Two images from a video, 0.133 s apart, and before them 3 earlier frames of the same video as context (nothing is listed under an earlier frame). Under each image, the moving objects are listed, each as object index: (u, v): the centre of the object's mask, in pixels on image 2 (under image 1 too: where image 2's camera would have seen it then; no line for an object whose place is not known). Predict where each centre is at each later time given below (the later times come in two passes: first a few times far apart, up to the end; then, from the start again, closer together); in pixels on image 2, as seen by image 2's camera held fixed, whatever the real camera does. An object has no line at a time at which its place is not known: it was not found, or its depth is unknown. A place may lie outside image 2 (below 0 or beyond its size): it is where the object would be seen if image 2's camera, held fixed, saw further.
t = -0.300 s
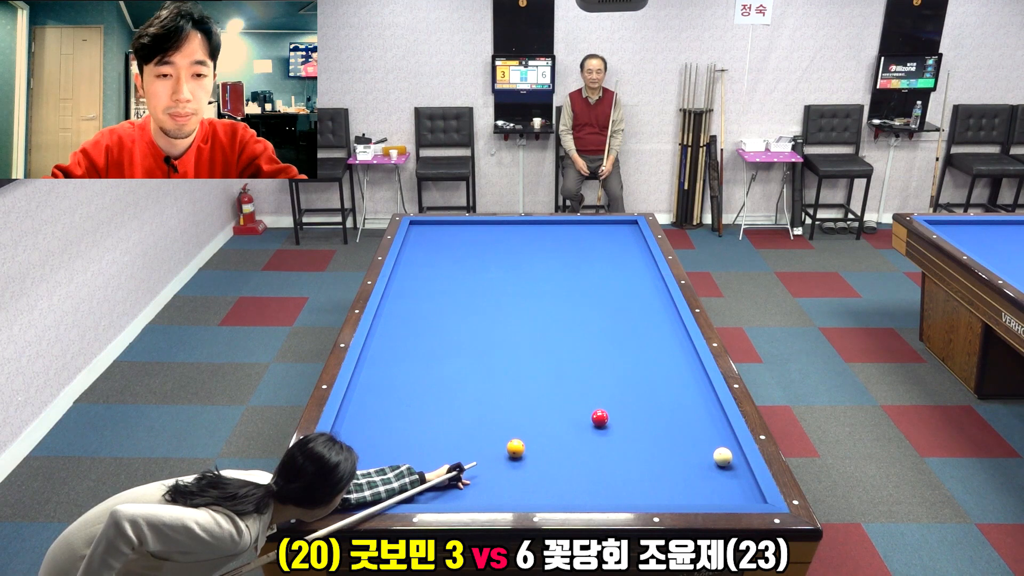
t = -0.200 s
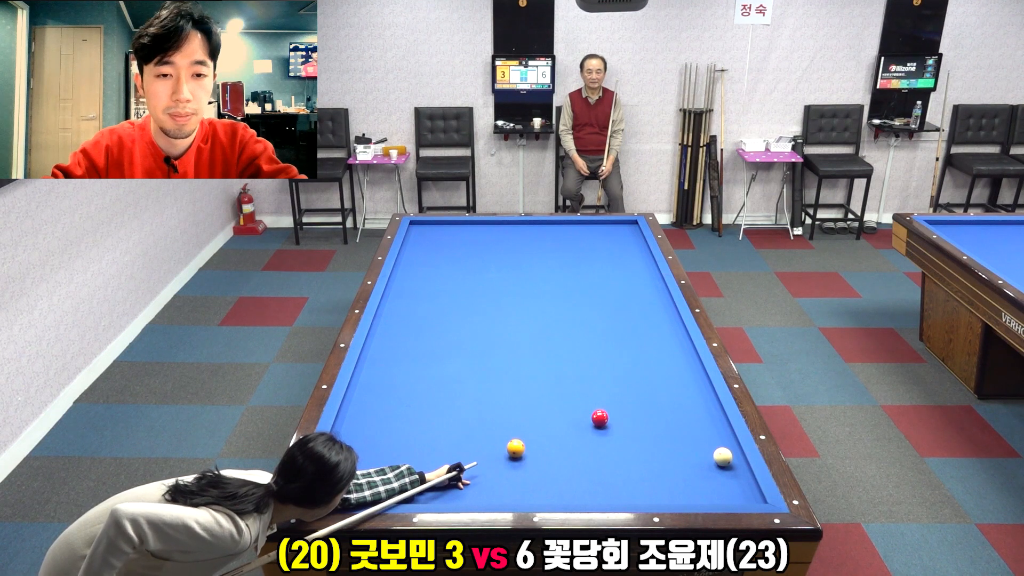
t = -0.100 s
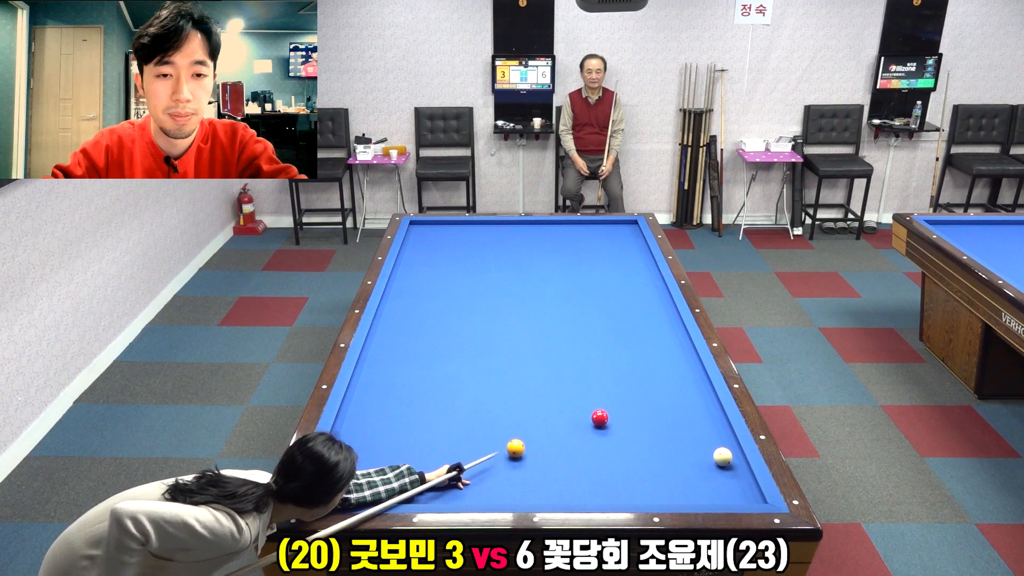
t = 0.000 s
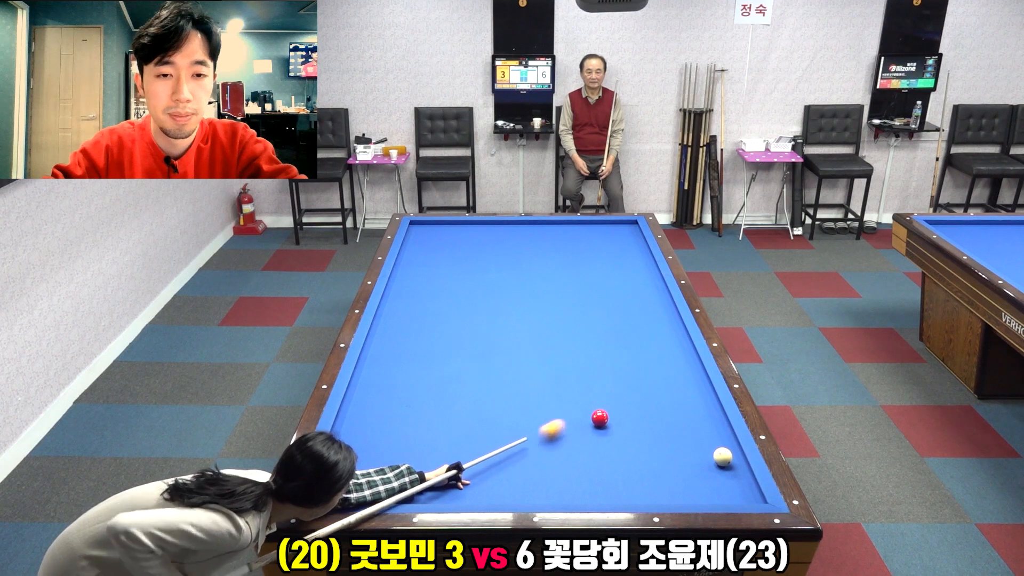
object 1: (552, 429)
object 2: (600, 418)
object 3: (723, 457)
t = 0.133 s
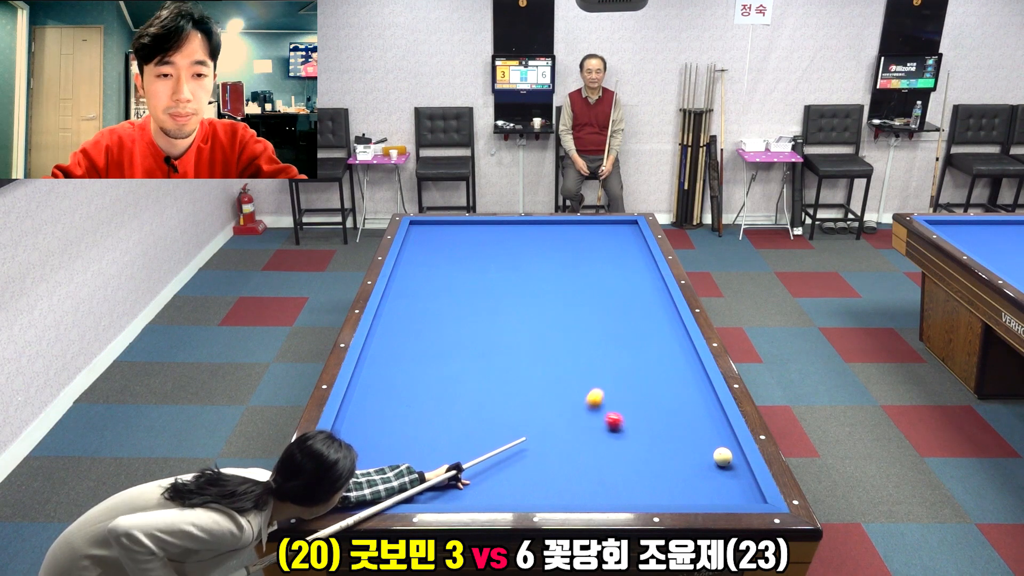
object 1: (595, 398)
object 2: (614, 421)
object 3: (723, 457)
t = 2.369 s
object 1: (472, 264)
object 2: (680, 437)
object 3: (680, 496)
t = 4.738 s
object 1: (528, 434)
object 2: (654, 433)
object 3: (645, 480)
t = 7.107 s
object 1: (621, 403)
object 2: (675, 430)
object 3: (713, 486)
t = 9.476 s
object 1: (585, 343)
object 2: (696, 426)
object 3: (746, 492)
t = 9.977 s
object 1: (580, 335)
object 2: (696, 426)
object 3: (745, 492)
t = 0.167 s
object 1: (600, 390)
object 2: (620, 422)
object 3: (723, 457)
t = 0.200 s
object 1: (606, 383)
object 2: (627, 424)
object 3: (723, 457)
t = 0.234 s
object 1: (611, 377)
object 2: (632, 425)
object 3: (723, 457)
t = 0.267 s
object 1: (615, 371)
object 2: (638, 426)
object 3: (723, 457)
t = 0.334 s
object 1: (625, 359)
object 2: (648, 429)
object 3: (723, 457)
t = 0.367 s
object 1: (629, 353)
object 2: (654, 430)
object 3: (723, 457)
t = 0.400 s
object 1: (634, 347)
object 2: (659, 431)
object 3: (723, 457)
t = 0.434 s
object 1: (638, 342)
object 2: (665, 432)
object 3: (723, 457)
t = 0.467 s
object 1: (642, 336)
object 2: (670, 434)
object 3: (723, 457)
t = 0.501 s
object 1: (646, 331)
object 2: (676, 435)
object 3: (723, 457)
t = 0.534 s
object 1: (650, 326)
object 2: (681, 436)
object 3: (723, 457)
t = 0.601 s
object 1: (657, 317)
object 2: (692, 439)
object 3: (723, 457)
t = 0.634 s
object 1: (661, 312)
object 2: (698, 440)
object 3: (723, 457)
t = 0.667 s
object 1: (664, 308)
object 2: (703, 441)
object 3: (723, 457)
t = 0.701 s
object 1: (668, 303)
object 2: (708, 442)
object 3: (723, 457)
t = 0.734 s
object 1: (665, 299)
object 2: (714, 442)
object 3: (723, 457)
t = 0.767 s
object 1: (659, 295)
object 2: (719, 442)
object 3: (723, 457)
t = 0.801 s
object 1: (654, 291)
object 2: (725, 443)
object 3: (723, 457)
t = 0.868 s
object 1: (645, 283)
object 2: (733, 447)
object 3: (723, 457)
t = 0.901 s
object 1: (640, 279)
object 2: (730, 446)
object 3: (722, 458)
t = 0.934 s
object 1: (636, 276)
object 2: (729, 447)
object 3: (720, 459)
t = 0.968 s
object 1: (632, 272)
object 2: (727, 446)
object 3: (719, 460)
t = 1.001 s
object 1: (628, 269)
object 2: (725, 446)
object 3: (718, 461)
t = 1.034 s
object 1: (624, 265)
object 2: (724, 446)
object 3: (717, 462)
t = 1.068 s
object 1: (620, 262)
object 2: (722, 446)
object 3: (716, 463)
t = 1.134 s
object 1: (612, 256)
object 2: (719, 446)
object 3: (714, 465)
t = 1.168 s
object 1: (609, 252)
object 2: (718, 446)
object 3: (714, 466)
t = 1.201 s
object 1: (605, 249)
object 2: (717, 445)
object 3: (713, 467)
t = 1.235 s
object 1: (602, 246)
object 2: (715, 445)
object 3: (711, 468)
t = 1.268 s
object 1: (598, 244)
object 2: (714, 445)
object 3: (711, 469)
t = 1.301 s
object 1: (595, 241)
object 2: (713, 444)
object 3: (709, 470)
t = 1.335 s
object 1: (592, 238)
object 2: (712, 444)
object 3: (709, 471)
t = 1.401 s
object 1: (586, 232)
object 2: (709, 444)
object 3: (707, 473)
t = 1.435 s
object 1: (582, 230)
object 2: (708, 443)
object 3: (706, 475)
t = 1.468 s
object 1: (579, 227)
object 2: (707, 443)
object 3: (704, 475)
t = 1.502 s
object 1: (576, 225)
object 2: (706, 443)
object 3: (704, 476)
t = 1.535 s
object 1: (573, 222)
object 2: (705, 443)
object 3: (703, 478)
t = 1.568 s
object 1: (570, 223)
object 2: (703, 442)
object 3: (702, 478)
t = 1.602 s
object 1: (566, 225)
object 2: (702, 442)
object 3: (701, 480)
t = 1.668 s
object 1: (559, 229)
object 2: (700, 442)
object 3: (699, 482)
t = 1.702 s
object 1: (555, 231)
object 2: (699, 441)
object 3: (698, 483)
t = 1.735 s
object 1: (551, 232)
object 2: (698, 441)
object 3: (697, 484)
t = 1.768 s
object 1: (547, 234)
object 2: (697, 441)
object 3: (696, 485)
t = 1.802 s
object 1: (543, 235)
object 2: (696, 441)
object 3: (695, 486)
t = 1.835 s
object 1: (539, 237)
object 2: (695, 440)
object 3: (694, 487)
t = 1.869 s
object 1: (535, 238)
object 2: (694, 440)
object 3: (694, 488)
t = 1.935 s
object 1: (528, 242)
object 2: (692, 440)
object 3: (692, 490)
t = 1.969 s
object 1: (523, 243)
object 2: (691, 440)
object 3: (691, 491)
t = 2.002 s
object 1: (519, 245)
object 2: (690, 440)
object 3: (690, 492)
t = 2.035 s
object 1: (515, 246)
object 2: (689, 439)
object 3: (689, 493)
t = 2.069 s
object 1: (511, 248)
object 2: (688, 439)
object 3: (689, 493)
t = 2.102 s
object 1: (507, 250)
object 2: (687, 439)
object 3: (687, 494)
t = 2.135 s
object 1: (503, 251)
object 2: (687, 439)
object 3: (687, 495)
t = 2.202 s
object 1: (494, 255)
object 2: (685, 438)
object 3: (685, 496)
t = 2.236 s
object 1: (490, 257)
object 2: (684, 438)
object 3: (684, 496)
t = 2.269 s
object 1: (486, 258)
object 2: (683, 438)
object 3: (683, 497)
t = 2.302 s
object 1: (481, 260)
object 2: (682, 438)
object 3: (682, 497)
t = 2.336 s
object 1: (477, 262)
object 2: (681, 438)
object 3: (681, 496)
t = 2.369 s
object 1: (472, 264)
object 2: (680, 437)
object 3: (680, 496)
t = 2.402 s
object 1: (468, 265)
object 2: (680, 437)
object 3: (679, 496)
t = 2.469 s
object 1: (458, 269)
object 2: (678, 437)
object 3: (678, 495)
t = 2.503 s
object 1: (454, 271)
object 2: (677, 437)
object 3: (676, 495)
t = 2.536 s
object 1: (449, 273)
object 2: (677, 437)
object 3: (676, 495)
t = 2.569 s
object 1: (444, 275)
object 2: (676, 436)
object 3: (675, 494)
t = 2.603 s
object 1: (439, 277)
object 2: (675, 436)
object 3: (674, 494)
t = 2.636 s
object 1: (435, 279)
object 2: (674, 436)
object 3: (673, 494)
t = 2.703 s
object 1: (425, 282)
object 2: (673, 436)
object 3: (672, 493)
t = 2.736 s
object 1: (420, 284)
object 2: (672, 436)
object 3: (671, 493)
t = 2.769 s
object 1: (415, 286)
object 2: (672, 436)
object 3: (670, 493)
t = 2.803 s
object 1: (409, 288)
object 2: (671, 436)
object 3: (669, 492)
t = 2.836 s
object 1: (404, 290)
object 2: (671, 436)
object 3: (669, 492)
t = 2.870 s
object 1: (399, 293)
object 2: (670, 436)
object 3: (668, 492)
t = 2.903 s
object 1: (394, 294)
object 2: (669, 435)
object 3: (667, 491)
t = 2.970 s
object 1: (389, 299)
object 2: (668, 435)
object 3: (666, 490)
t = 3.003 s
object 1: (392, 301)
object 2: (667, 435)
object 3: (665, 490)
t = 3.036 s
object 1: (394, 303)
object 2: (667, 435)
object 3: (664, 490)
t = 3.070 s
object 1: (396, 305)
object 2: (666, 435)
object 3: (664, 489)
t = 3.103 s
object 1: (398, 307)
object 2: (666, 435)
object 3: (663, 489)
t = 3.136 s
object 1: (400, 309)
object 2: (665, 435)
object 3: (662, 488)
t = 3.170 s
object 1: (402, 311)
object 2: (665, 435)
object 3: (662, 488)
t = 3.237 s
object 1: (406, 315)
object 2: (664, 435)
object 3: (660, 487)
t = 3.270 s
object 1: (408, 317)
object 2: (663, 434)
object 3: (660, 487)
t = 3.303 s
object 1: (411, 319)
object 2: (663, 434)
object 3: (659, 487)
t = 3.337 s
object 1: (413, 321)
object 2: (662, 434)
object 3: (659, 486)
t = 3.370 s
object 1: (415, 323)
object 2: (662, 434)
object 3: (658, 486)
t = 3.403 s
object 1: (417, 325)
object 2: (662, 434)
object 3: (658, 486)
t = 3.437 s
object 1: (419, 328)
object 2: (661, 434)
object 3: (657, 486)
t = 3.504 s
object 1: (424, 332)
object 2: (661, 434)
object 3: (656, 485)
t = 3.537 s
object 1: (426, 334)
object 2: (660, 434)
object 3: (656, 485)
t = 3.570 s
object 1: (429, 337)
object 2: (660, 434)
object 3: (655, 484)
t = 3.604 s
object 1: (431, 339)
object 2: (659, 434)
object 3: (655, 484)
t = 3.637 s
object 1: (433, 341)
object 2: (659, 434)
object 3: (654, 484)
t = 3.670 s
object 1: (436, 343)
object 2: (659, 433)
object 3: (654, 484)
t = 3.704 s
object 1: (438, 346)
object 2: (658, 434)
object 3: (653, 484)
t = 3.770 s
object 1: (443, 351)
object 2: (658, 433)
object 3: (652, 483)
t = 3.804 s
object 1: (445, 353)
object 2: (657, 433)
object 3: (652, 483)
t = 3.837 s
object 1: (448, 355)
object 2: (657, 433)
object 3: (652, 483)
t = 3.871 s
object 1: (451, 358)
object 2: (657, 433)
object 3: (651, 482)
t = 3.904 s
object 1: (453, 361)
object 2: (657, 433)
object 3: (651, 482)
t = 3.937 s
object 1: (456, 363)
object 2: (656, 433)
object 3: (651, 482)
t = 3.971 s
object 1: (458, 366)
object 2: (656, 433)
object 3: (650, 482)
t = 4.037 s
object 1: (464, 371)
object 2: (656, 433)
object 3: (650, 482)
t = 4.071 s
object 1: (466, 374)
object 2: (656, 433)
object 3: (649, 482)
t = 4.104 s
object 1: (469, 376)
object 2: (655, 433)
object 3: (649, 481)
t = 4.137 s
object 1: (472, 379)
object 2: (655, 433)
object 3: (649, 481)
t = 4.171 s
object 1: (475, 382)
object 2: (655, 433)
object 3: (648, 481)
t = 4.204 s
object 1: (478, 385)
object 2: (655, 433)
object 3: (648, 481)
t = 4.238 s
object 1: (480, 387)
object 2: (655, 433)
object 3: (648, 481)
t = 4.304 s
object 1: (486, 393)
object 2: (655, 433)
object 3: (647, 481)
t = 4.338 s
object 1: (489, 396)
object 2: (654, 433)
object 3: (647, 481)
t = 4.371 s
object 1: (492, 399)
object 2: (654, 433)
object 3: (647, 481)
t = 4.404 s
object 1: (495, 402)
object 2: (654, 433)
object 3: (647, 481)
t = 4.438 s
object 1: (498, 405)
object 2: (654, 433)
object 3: (647, 480)
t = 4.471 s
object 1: (501, 408)
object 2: (654, 433)
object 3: (646, 480)
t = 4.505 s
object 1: (504, 411)
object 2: (654, 433)
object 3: (646, 480)
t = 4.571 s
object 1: (511, 417)
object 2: (654, 433)
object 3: (646, 480)
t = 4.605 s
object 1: (514, 420)
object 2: (654, 433)
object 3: (646, 480)
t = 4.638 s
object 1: (517, 424)
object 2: (654, 433)
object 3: (646, 480)
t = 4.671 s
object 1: (521, 427)
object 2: (654, 433)
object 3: (646, 480)
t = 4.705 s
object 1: (524, 430)
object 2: (654, 433)
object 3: (645, 480)
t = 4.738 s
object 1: (528, 434)
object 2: (654, 433)
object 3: (645, 480)
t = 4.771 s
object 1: (531, 437)
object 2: (655, 433)
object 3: (645, 480)
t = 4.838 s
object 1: (538, 444)
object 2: (655, 433)
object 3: (645, 480)
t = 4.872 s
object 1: (542, 447)
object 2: (655, 433)
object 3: (645, 480)
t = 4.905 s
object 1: (545, 451)
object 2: (655, 433)
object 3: (645, 480)
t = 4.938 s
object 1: (549, 454)
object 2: (655, 433)
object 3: (645, 480)
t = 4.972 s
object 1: (553, 458)
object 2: (655, 433)
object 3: (645, 480)
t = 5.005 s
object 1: (556, 462)
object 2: (655, 433)
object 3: (645, 480)
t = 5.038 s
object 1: (560, 465)
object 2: (655, 433)
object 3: (645, 480)
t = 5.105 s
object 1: (568, 473)
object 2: (655, 433)
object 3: (645, 480)
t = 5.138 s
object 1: (572, 477)
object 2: (655, 433)
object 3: (645, 480)
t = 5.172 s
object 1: (575, 481)
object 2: (655, 433)
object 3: (645, 480)
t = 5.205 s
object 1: (580, 484)
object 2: (655, 433)
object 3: (645, 480)
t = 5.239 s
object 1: (583, 489)
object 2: (655, 433)
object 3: (645, 480)
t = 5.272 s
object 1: (588, 492)
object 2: (655, 433)
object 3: (645, 480)
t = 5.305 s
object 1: (592, 495)
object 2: (655, 433)
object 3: (645, 480)
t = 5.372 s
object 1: (600, 495)
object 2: (655, 433)
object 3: (645, 480)
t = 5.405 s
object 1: (603, 494)
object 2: (655, 433)
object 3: (645, 480)
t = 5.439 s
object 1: (606, 492)
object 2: (655, 433)
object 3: (645, 480)
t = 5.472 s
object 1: (610, 490)
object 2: (655, 433)
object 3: (645, 480)
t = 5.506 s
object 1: (613, 488)
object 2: (655, 433)
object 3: (645, 480)
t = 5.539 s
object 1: (616, 486)
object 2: (655, 433)
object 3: (645, 480)
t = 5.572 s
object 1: (620, 483)
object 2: (655, 433)
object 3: (645, 480)
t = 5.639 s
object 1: (626, 479)
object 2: (655, 433)
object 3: (646, 480)
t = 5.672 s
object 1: (627, 477)
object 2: (655, 433)
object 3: (648, 480)
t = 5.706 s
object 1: (627, 475)
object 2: (655, 433)
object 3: (650, 480)
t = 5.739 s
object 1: (628, 472)
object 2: (655, 433)
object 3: (651, 480)
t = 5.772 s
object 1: (629, 470)
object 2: (655, 433)
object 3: (653, 481)
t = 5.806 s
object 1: (629, 468)
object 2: (655, 433)
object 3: (655, 481)
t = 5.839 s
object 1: (630, 466)
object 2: (655, 433)
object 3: (657, 481)
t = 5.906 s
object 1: (631, 461)
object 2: (655, 433)
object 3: (660, 481)
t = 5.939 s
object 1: (632, 459)
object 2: (655, 433)
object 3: (662, 481)
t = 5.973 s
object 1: (632, 457)
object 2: (655, 433)
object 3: (664, 482)
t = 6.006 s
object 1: (633, 455)
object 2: (655, 433)
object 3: (665, 482)
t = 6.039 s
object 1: (634, 453)
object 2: (655, 433)
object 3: (667, 482)
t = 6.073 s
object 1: (634, 451)
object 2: (655, 433)
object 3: (669, 482)
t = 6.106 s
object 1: (635, 449)
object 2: (655, 433)
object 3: (670, 482)
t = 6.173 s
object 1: (636, 445)
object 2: (655, 433)
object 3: (673, 483)
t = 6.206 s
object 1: (637, 443)
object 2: (655, 433)
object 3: (675, 483)
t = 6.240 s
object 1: (637, 441)
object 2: (655, 433)
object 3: (677, 483)
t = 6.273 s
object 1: (638, 439)
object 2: (655, 433)
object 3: (678, 483)
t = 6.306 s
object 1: (638, 437)
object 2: (655, 433)
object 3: (680, 483)
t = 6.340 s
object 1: (638, 436)
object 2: (655, 433)
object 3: (681, 483)
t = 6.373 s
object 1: (638, 434)
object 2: (656, 433)
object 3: (683, 484)
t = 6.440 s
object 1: (636, 431)
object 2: (658, 432)
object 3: (686, 484)
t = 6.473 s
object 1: (635, 429)
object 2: (659, 432)
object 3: (688, 484)
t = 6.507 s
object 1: (634, 428)
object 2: (660, 432)
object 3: (689, 484)
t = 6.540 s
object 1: (633, 426)
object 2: (661, 432)
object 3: (690, 484)
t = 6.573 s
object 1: (632, 425)
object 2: (662, 432)
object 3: (692, 484)
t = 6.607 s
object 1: (632, 423)
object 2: (663, 431)
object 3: (693, 484)
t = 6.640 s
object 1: (631, 422)
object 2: (664, 431)
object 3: (695, 484)
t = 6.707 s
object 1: (629, 419)
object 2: (665, 431)
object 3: (697, 485)
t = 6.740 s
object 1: (629, 418)
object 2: (666, 431)
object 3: (699, 485)
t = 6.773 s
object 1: (628, 416)
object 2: (667, 431)
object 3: (700, 485)
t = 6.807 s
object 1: (627, 415)
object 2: (668, 431)
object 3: (701, 485)
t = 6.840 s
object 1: (626, 414)
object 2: (669, 431)
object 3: (703, 485)
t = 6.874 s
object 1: (625, 412)
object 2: (669, 430)
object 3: (704, 485)
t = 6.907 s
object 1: (625, 411)
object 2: (670, 430)
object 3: (706, 485)
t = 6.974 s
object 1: (623, 408)
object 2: (672, 430)
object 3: (708, 486)
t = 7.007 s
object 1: (623, 407)
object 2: (672, 430)
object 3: (709, 486)
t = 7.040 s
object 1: (622, 406)
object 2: (673, 430)
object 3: (710, 486)
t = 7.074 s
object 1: (621, 404)
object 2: (674, 430)
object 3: (712, 486)
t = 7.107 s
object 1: (621, 403)
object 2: (675, 430)
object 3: (713, 486)
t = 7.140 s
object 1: (620, 402)
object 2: (675, 429)
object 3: (714, 486)
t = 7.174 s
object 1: (619, 401)
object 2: (676, 429)
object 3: (715, 486)
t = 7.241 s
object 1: (618, 399)
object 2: (677, 429)
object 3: (718, 487)
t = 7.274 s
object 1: (617, 397)
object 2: (678, 429)
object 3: (719, 487)
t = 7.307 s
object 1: (616, 396)
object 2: (678, 429)
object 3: (720, 487)
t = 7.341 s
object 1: (616, 395)
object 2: (679, 429)
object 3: (721, 487)
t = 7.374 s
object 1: (615, 394)
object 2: (680, 429)
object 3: (722, 487)
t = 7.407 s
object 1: (614, 393)
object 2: (680, 429)
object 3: (724, 487)
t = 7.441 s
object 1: (614, 392)
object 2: (681, 429)
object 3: (725, 488)
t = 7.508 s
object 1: (612, 390)
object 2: (682, 428)
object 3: (727, 488)
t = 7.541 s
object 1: (612, 389)
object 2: (682, 428)
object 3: (728, 488)
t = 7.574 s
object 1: (611, 387)
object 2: (683, 428)
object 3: (729, 488)
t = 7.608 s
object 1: (611, 386)
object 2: (684, 428)
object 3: (730, 488)
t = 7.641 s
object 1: (610, 385)
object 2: (684, 428)
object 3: (731, 488)
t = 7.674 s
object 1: (610, 384)
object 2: (685, 428)
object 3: (732, 488)
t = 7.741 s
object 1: (609, 382)
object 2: (686, 428)
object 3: (734, 488)
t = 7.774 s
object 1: (608, 381)
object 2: (686, 427)
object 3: (735, 489)
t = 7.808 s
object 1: (607, 380)
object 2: (686, 427)
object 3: (736, 489)
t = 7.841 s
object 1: (607, 379)
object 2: (687, 427)
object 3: (737, 489)
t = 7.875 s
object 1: (606, 378)
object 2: (687, 427)
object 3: (738, 489)
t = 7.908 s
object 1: (606, 377)
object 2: (688, 427)
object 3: (739, 489)
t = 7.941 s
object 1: (605, 376)
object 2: (688, 427)
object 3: (740, 489)
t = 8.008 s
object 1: (604, 375)
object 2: (689, 427)
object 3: (741, 490)
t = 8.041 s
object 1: (603, 374)
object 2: (689, 427)
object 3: (742, 490)
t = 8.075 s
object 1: (603, 373)
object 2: (690, 427)
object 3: (743, 490)
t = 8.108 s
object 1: (602, 372)
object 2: (690, 427)
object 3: (744, 490)
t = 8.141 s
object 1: (602, 371)
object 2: (691, 427)
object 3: (745, 490)
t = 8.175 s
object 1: (601, 370)
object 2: (691, 427)
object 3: (745, 490)
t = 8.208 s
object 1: (601, 370)
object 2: (691, 427)
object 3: (746, 490)
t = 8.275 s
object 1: (600, 368)
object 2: (692, 427)
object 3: (748, 490)
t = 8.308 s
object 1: (599, 367)
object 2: (692, 427)
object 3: (748, 490)
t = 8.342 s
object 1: (599, 366)
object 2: (693, 427)
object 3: (749, 491)
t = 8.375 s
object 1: (598, 365)
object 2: (693, 427)
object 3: (750, 490)
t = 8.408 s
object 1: (598, 365)
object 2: (693, 427)
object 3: (750, 491)
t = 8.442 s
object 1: (597, 364)
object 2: (693, 427)
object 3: (751, 491)
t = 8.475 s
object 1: (597, 363)
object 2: (694, 427)
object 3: (751, 491)
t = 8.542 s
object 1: (596, 361)
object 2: (694, 427)
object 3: (751, 491)
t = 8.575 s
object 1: (595, 361)
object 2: (694, 427)
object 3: (750, 491)
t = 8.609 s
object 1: (595, 360)
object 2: (694, 427)
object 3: (750, 491)
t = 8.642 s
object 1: (595, 359)
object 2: (695, 427)
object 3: (750, 491)
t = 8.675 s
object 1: (594, 359)
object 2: (695, 426)
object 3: (750, 491)
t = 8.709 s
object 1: (594, 358)
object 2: (695, 427)
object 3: (749, 491)
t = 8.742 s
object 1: (593, 357)
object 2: (695, 426)
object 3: (749, 491)
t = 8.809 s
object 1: (592, 356)
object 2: (695, 426)
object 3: (748, 492)
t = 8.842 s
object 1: (592, 355)
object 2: (695, 426)
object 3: (748, 492)
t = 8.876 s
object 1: (592, 354)
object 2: (696, 426)
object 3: (748, 491)
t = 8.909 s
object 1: (591, 354)
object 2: (696, 426)
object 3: (748, 492)
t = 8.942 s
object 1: (591, 353)
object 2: (696, 426)
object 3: (748, 492)
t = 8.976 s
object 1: (590, 352)
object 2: (696, 426)
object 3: (747, 492)
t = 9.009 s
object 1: (590, 352)
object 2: (696, 426)
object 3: (747, 492)
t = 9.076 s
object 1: (589, 350)
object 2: (696, 426)
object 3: (747, 492)
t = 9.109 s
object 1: (589, 350)
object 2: (696, 426)
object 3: (747, 492)
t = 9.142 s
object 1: (588, 349)
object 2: (696, 426)
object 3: (746, 492)
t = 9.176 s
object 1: (588, 348)
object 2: (696, 426)
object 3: (746, 492)
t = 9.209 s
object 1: (588, 348)
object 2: (696, 427)
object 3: (746, 492)
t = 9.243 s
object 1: (587, 347)
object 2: (696, 426)
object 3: (746, 492)
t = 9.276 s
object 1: (587, 346)
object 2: (696, 426)
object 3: (746, 492)
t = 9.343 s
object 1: (586, 345)
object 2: (696, 426)
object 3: (746, 492)
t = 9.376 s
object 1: (586, 345)
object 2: (696, 426)
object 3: (746, 492)
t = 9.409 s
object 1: (585, 344)
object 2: (696, 426)
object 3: (746, 492)
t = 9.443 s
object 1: (585, 344)
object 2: (696, 426)
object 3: (746, 492)
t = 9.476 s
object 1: (585, 343)
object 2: (696, 426)
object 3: (746, 492)
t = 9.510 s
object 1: (584, 343)
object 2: (696, 426)
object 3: (745, 492)
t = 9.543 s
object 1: (584, 342)
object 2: (696, 426)
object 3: (746, 492)
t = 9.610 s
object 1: (583, 341)
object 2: (696, 426)
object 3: (745, 492)
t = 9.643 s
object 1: (583, 340)
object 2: (696, 426)
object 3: (745, 492)
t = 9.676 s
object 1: (583, 340)
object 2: (696, 426)
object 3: (746, 492)
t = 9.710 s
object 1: (582, 339)
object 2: (696, 426)
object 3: (745, 492)
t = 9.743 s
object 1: (582, 339)
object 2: (696, 426)
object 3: (745, 492)
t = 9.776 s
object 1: (582, 338)
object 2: (696, 426)
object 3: (745, 492)
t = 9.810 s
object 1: (582, 338)
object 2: (696, 426)
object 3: (745, 492)
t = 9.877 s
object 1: (581, 337)
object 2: (696, 426)
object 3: (745, 492)
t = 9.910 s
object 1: (581, 336)
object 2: (696, 426)
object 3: (745, 492)
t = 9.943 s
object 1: (580, 336)
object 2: (696, 426)
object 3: (745, 492)
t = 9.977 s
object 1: (580, 335)
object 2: (696, 426)
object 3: (745, 492)
